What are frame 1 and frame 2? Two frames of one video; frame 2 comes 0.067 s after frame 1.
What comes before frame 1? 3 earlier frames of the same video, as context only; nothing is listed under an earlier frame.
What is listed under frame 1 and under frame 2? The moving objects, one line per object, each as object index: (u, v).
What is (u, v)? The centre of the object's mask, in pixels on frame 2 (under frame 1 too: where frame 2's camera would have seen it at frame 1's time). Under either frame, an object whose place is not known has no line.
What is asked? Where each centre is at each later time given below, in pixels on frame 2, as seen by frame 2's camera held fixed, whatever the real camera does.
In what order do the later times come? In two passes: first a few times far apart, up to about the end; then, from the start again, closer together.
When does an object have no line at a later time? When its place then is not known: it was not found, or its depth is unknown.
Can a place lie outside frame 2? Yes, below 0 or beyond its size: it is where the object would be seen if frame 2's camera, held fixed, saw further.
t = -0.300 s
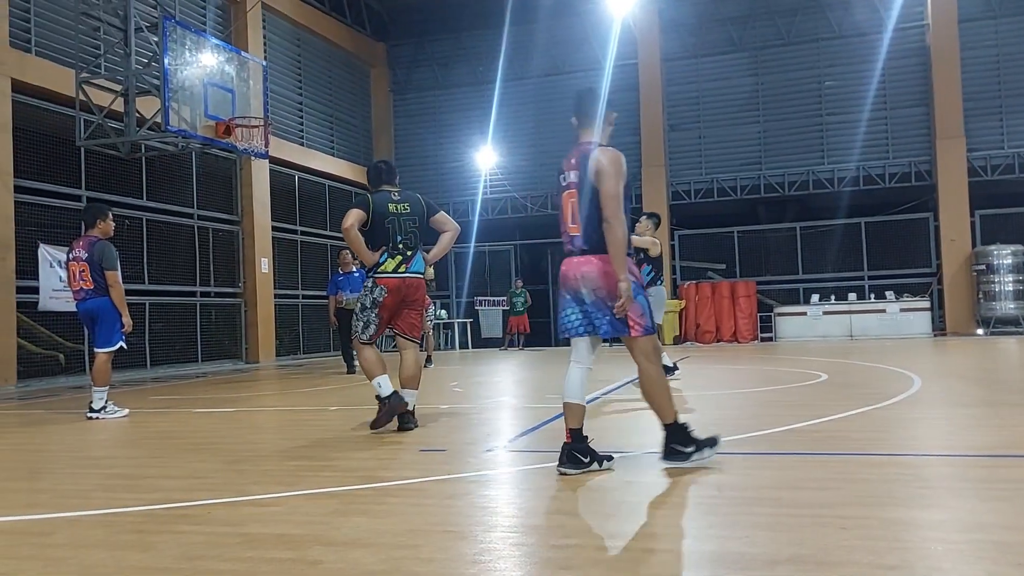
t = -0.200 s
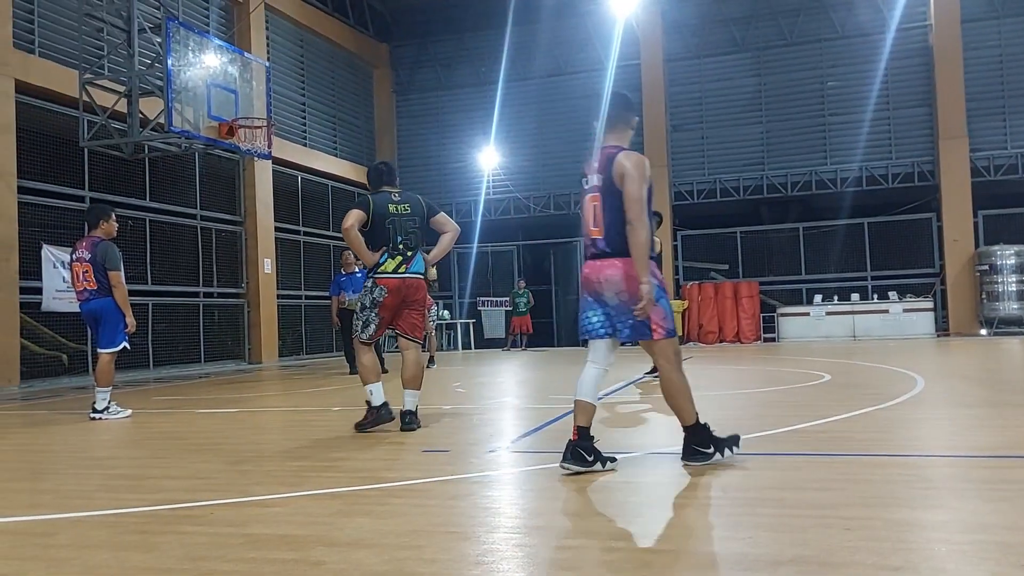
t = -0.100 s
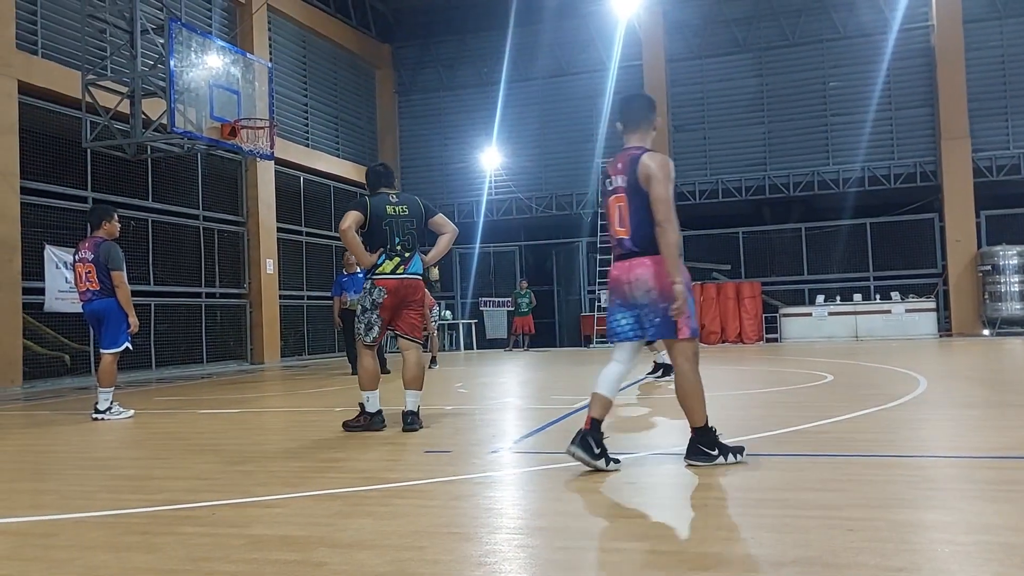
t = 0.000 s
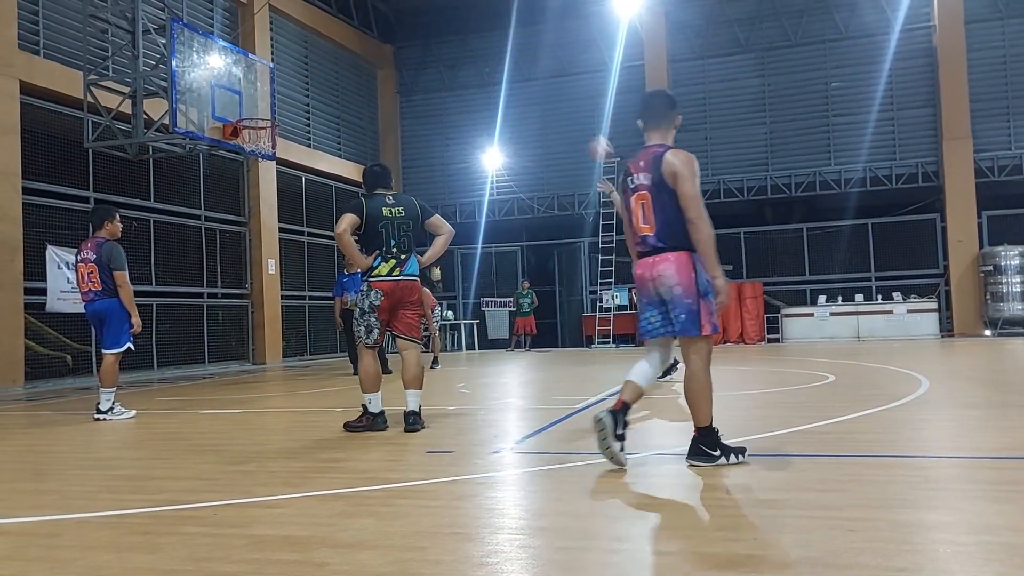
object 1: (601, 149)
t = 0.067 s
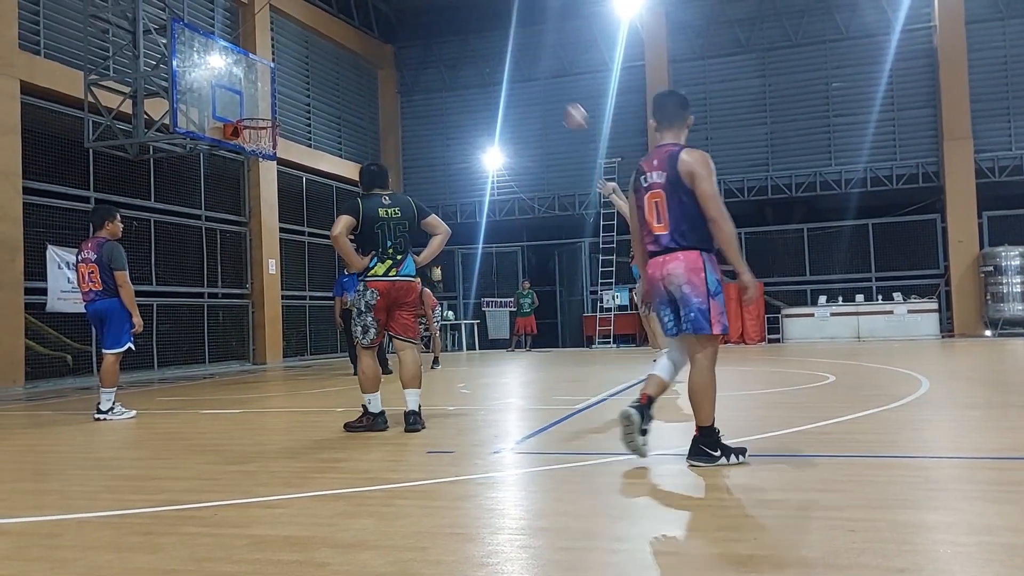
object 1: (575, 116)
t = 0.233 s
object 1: (517, 59)
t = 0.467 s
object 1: (437, 21)
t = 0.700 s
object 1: (367, 31)
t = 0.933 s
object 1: (303, 87)
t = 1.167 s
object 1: (302, 100)
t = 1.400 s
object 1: (329, 115)
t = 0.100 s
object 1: (563, 102)
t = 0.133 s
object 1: (551, 89)
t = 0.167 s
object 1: (539, 78)
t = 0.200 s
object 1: (527, 67)
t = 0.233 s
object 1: (517, 59)
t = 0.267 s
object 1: (503, 49)
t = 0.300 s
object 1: (492, 42)
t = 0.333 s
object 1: (480, 36)
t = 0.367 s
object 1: (470, 31)
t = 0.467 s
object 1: (437, 21)
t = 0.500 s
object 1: (427, 20)
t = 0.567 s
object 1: (406, 20)
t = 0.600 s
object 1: (396, 22)
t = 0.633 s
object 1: (386, 24)
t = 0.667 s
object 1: (376, 27)
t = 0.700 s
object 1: (367, 31)
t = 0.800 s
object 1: (338, 50)
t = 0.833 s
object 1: (329, 58)
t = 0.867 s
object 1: (321, 67)
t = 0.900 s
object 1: (312, 77)
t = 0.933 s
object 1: (303, 87)
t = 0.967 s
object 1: (294, 99)
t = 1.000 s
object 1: (285, 113)
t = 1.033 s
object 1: (286, 111)
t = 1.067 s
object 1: (290, 107)
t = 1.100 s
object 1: (293, 104)
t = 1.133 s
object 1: (297, 101)
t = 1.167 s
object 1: (302, 100)
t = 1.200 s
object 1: (305, 99)
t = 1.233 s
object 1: (309, 100)
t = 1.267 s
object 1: (313, 101)
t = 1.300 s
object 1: (317, 103)
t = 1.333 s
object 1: (320, 106)
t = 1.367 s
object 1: (325, 110)
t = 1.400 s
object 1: (329, 115)
